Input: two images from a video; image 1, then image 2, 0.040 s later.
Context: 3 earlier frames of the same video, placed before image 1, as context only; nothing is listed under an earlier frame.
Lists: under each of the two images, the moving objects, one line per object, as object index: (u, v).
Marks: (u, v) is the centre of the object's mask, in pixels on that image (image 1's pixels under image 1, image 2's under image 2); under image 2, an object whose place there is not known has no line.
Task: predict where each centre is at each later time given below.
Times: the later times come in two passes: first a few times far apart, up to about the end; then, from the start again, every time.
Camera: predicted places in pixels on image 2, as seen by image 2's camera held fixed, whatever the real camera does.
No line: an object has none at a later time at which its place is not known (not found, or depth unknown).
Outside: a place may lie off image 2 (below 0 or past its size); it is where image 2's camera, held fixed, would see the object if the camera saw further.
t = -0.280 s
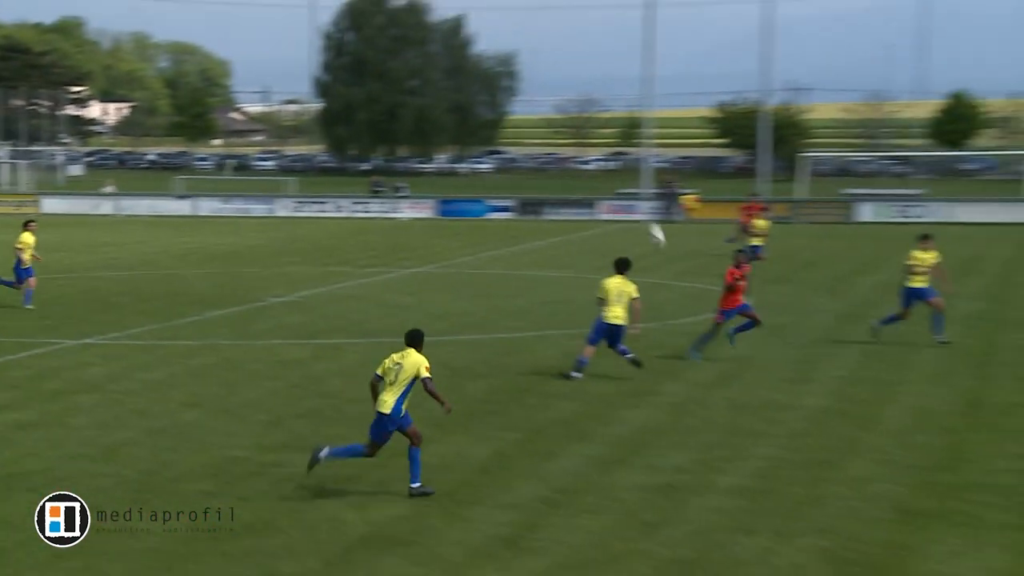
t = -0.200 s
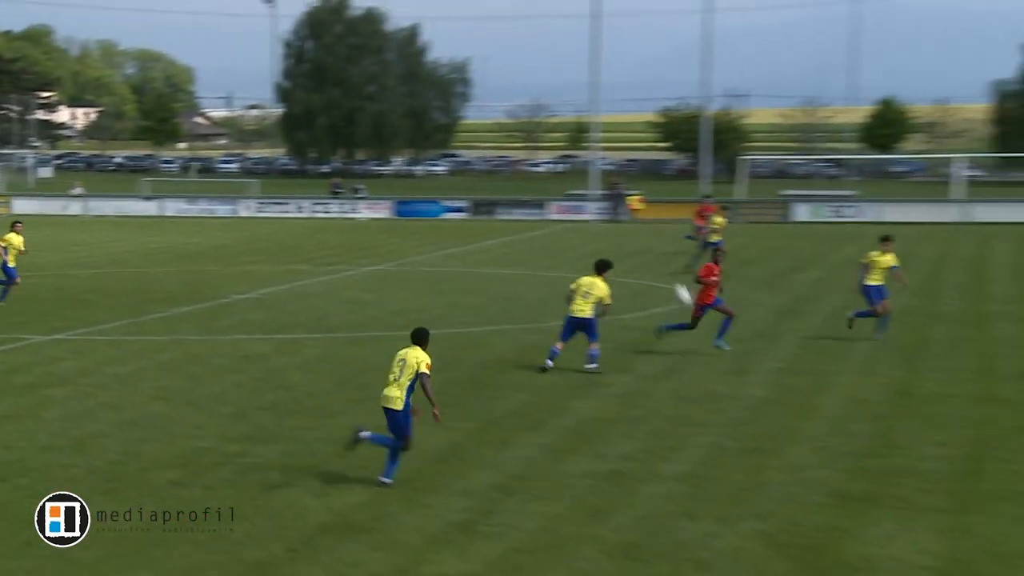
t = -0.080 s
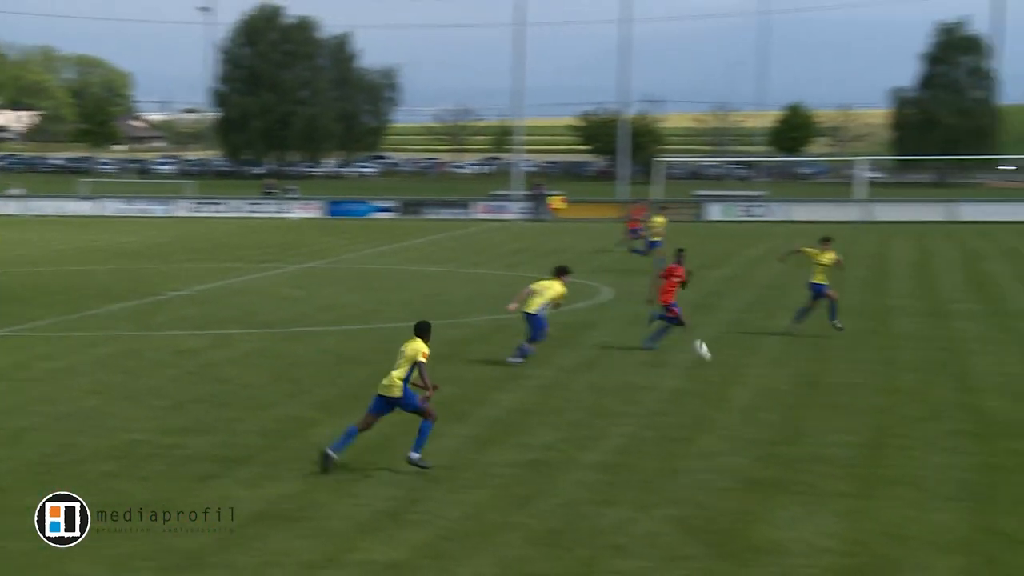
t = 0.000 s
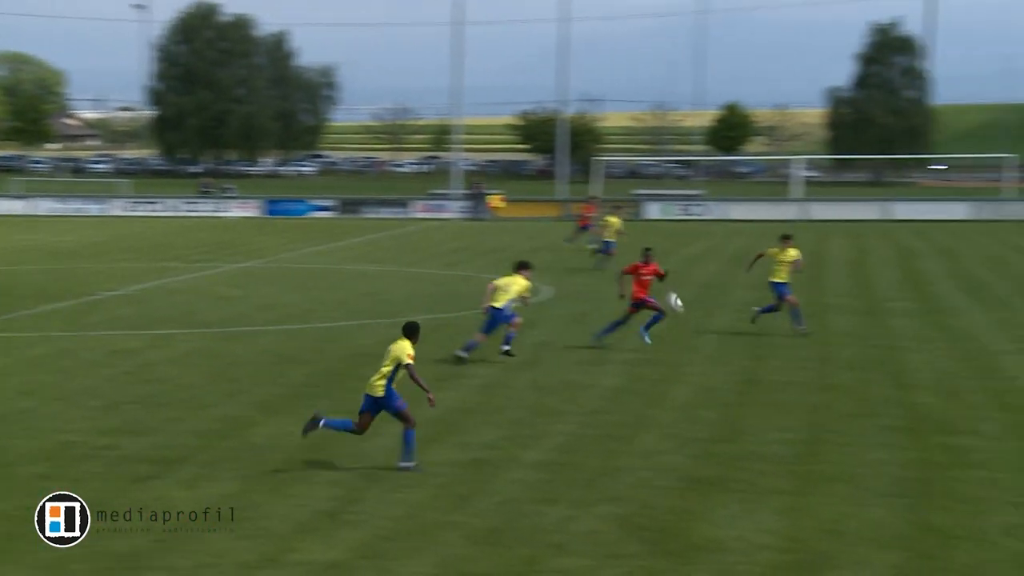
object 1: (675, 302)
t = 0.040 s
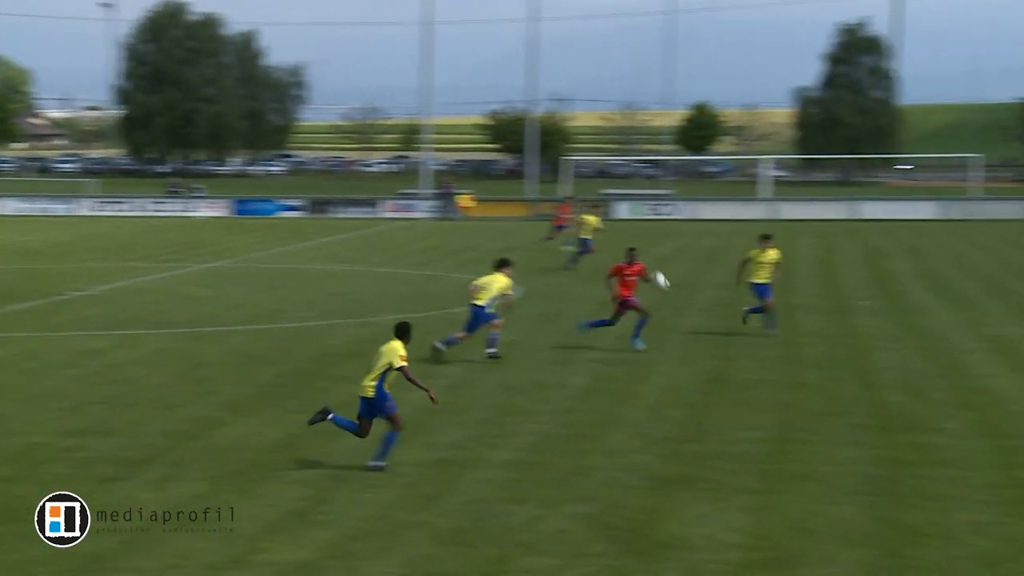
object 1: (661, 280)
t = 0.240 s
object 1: (737, 192)
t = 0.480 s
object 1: (834, 124)
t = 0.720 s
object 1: (932, 97)
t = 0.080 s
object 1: (674, 260)
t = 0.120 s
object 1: (690, 241)
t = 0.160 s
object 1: (706, 224)
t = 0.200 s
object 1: (720, 208)
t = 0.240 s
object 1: (737, 192)
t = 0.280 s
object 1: (754, 177)
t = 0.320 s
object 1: (770, 164)
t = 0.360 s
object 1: (787, 152)
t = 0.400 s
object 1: (802, 142)
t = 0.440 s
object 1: (818, 133)
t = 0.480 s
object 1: (834, 124)
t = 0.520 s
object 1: (849, 116)
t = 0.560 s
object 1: (865, 110)
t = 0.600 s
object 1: (883, 105)
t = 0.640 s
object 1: (900, 100)
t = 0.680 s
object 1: (917, 98)
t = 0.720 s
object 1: (932, 97)
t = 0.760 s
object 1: (948, 96)
